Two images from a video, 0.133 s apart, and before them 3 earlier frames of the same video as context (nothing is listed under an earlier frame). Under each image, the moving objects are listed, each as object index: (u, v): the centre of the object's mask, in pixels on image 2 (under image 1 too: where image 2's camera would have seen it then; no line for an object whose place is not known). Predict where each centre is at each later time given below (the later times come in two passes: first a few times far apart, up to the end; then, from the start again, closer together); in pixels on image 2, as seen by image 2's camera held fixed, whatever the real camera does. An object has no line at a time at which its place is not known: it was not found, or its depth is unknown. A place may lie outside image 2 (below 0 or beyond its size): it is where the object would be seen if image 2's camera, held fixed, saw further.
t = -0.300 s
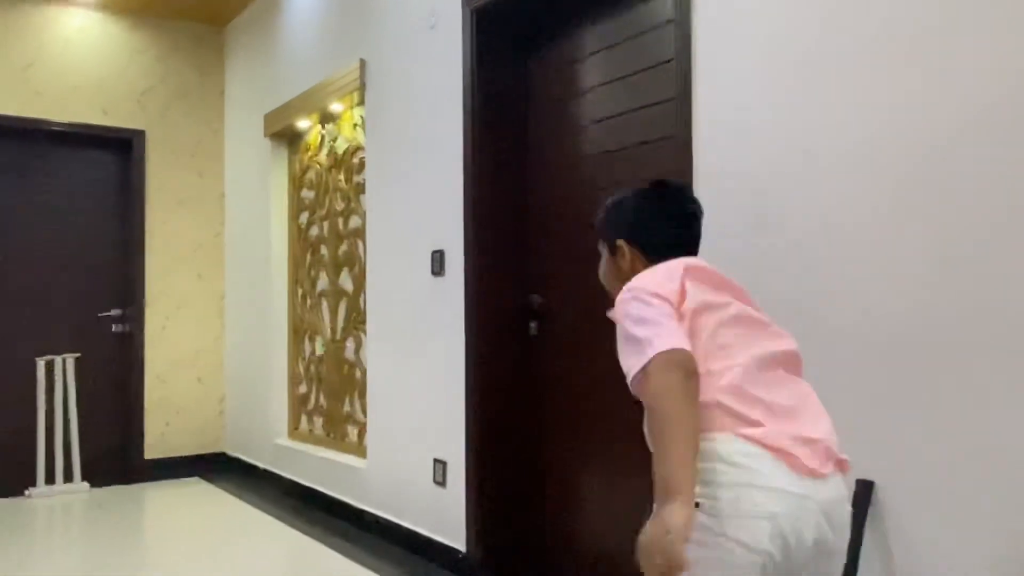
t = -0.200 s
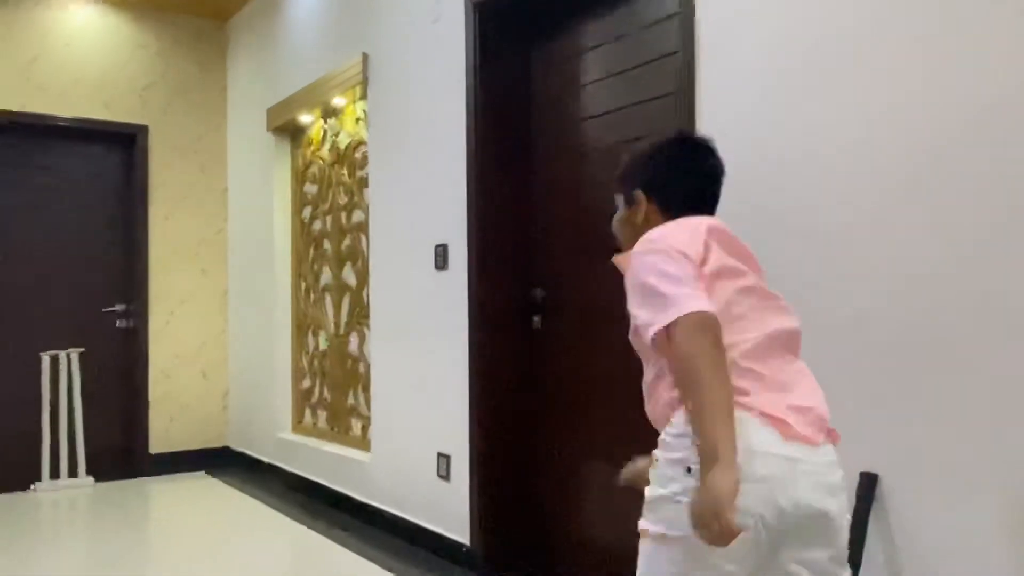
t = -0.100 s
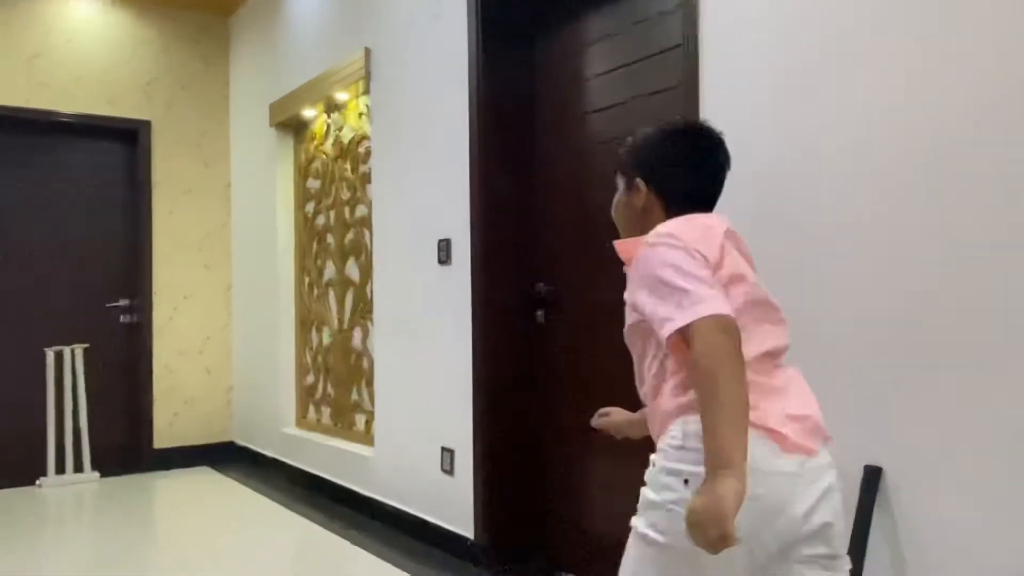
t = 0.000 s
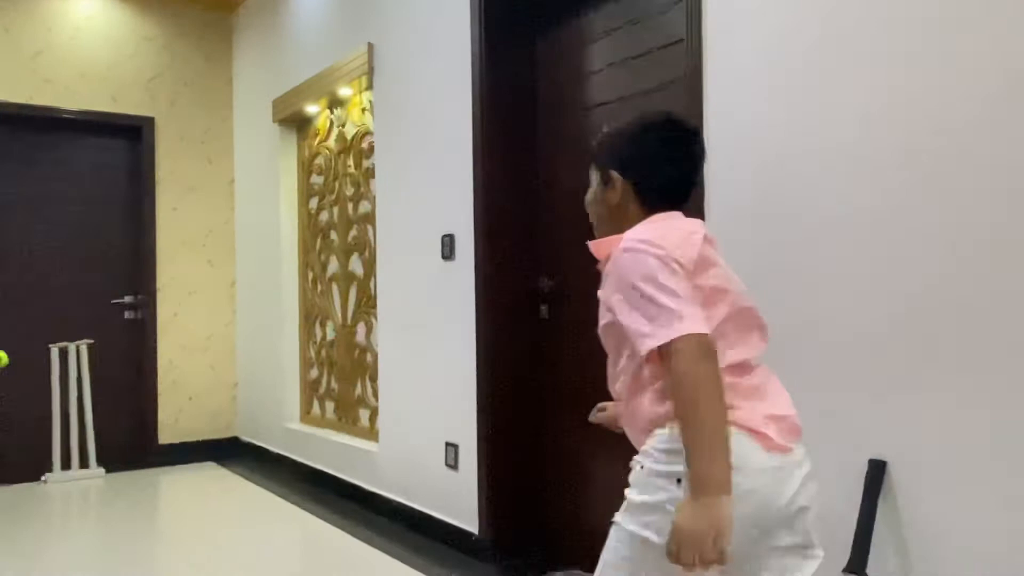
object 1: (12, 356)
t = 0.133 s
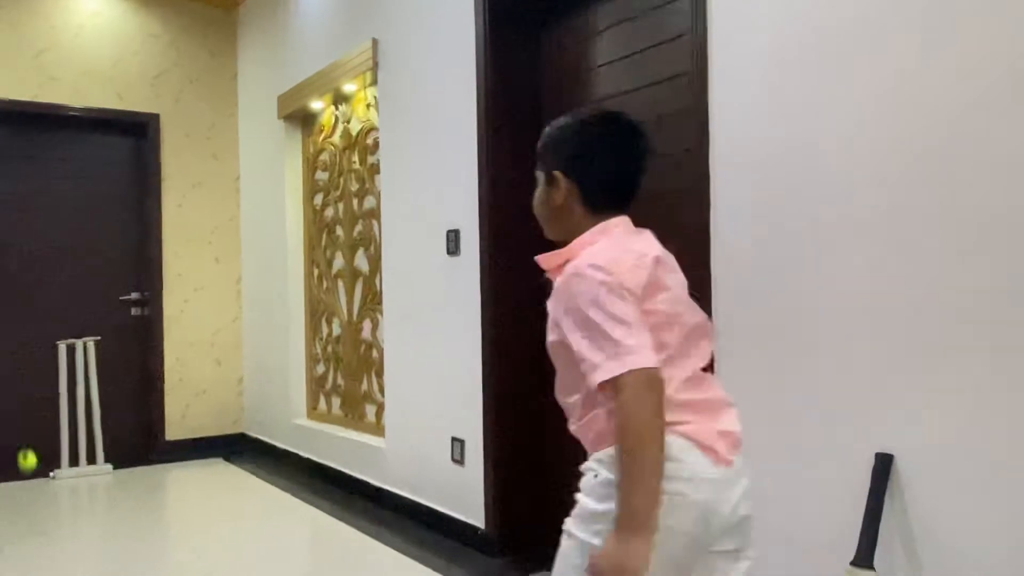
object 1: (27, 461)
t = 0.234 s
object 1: (41, 508)
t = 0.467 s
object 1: (55, 428)
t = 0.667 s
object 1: (72, 474)
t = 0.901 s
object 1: (92, 534)
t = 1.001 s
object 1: (102, 522)
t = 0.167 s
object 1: (34, 495)
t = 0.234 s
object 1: (41, 508)
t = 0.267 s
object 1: (43, 488)
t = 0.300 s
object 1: (44, 472)
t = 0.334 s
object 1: (46, 459)
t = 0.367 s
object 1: (48, 447)
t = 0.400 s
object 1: (51, 438)
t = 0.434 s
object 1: (53, 431)
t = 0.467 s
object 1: (55, 428)
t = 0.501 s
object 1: (57, 428)
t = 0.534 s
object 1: (60, 431)
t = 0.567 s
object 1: (63, 436)
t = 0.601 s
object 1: (66, 446)
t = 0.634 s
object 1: (69, 458)
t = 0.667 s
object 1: (72, 474)
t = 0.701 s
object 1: (76, 494)
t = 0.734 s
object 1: (78, 517)
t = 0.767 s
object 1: (80, 544)
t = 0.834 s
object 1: (87, 558)
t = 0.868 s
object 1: (89, 545)
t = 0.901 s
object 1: (92, 534)
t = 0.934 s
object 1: (95, 527)
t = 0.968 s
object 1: (98, 522)
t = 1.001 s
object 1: (102, 522)
